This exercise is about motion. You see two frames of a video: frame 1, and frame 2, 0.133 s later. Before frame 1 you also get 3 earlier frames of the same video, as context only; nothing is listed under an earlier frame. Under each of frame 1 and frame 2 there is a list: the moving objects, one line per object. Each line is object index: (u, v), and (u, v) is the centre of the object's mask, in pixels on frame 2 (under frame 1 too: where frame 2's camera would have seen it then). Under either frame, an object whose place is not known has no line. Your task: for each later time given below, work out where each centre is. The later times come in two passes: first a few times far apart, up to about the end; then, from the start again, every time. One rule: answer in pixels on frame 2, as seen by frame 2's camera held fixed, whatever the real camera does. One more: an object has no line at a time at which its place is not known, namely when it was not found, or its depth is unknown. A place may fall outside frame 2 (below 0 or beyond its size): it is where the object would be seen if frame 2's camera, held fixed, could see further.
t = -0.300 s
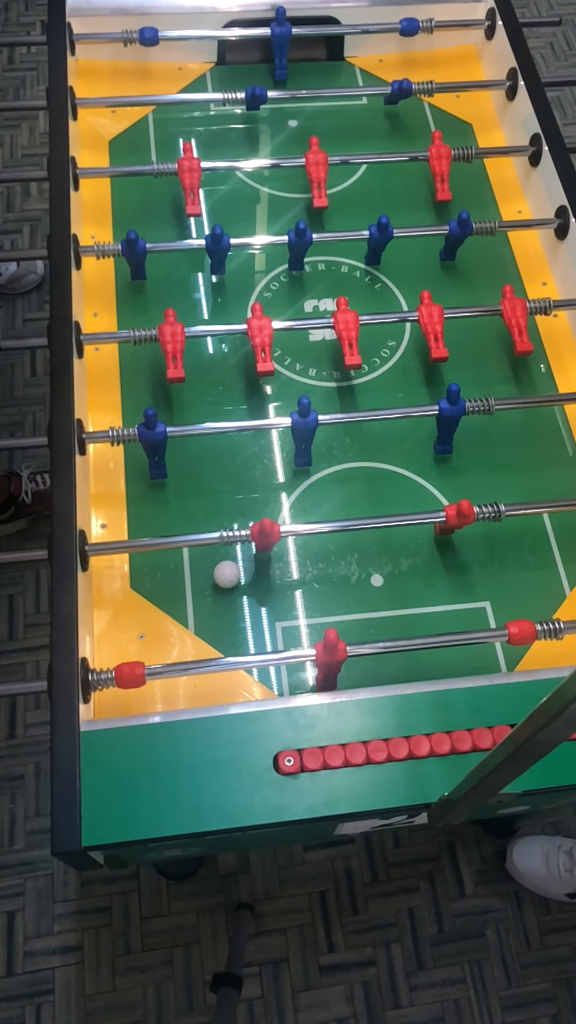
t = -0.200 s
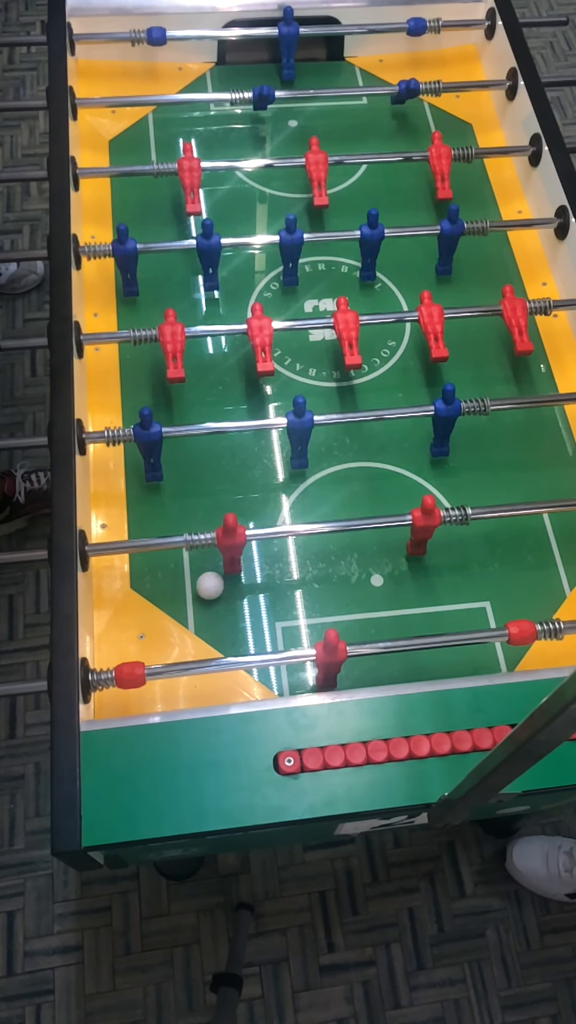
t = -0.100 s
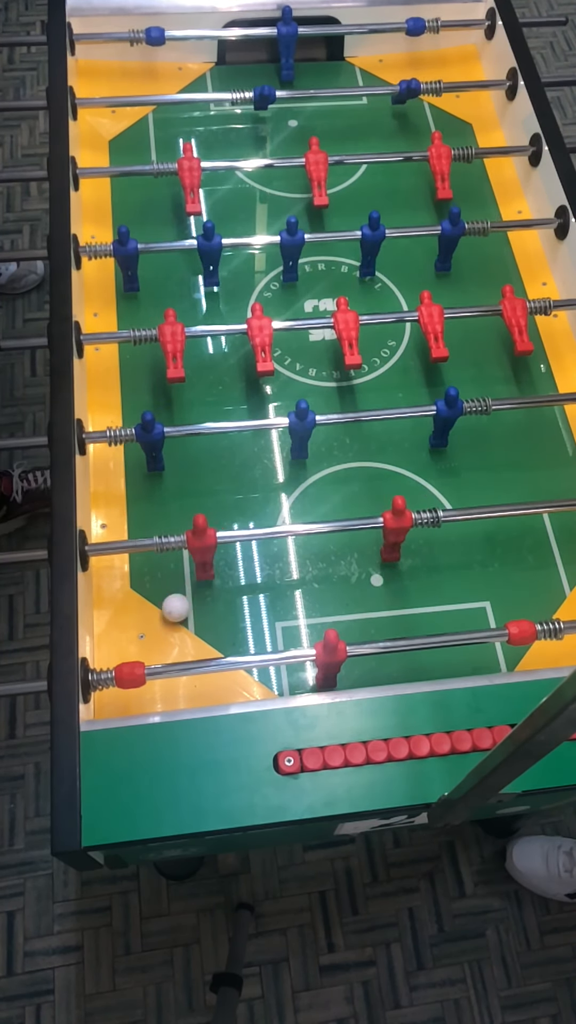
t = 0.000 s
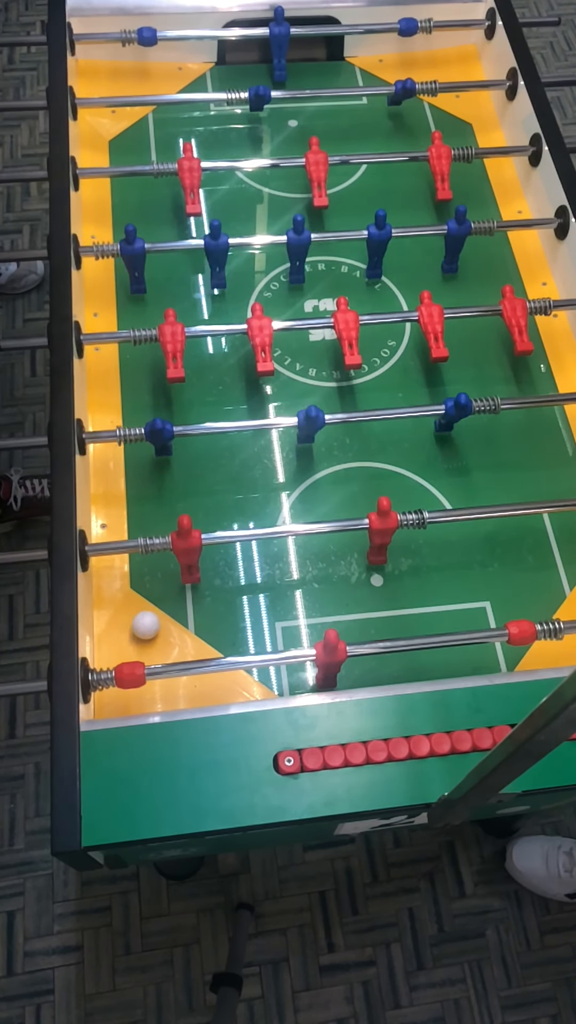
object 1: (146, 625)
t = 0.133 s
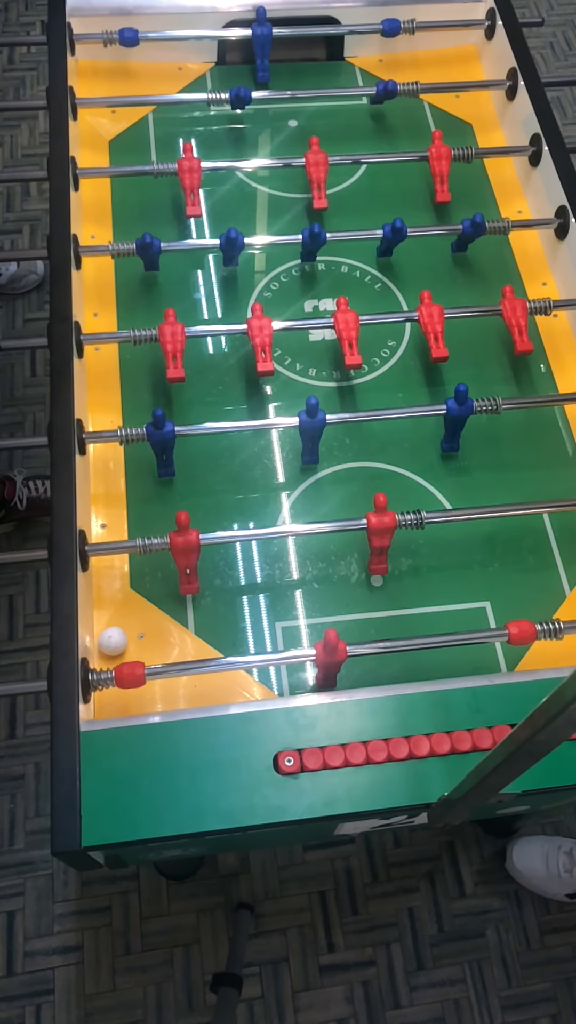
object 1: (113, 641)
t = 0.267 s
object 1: (119, 645)
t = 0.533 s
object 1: (172, 626)
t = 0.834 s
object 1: (243, 586)
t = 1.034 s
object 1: (286, 562)
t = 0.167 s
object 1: (106, 644)
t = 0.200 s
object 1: (110, 645)
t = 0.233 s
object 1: (115, 645)
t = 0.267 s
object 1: (119, 645)
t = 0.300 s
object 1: (124, 644)
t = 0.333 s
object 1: (130, 643)
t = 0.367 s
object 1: (135, 641)
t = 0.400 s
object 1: (142, 639)
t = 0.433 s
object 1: (149, 637)
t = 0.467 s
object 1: (156, 634)
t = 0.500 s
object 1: (164, 630)
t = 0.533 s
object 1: (172, 626)
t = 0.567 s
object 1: (179, 622)
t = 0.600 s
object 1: (188, 617)
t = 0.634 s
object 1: (196, 612)
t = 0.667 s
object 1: (205, 608)
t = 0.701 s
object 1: (212, 603)
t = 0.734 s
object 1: (220, 598)
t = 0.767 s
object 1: (228, 594)
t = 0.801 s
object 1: (236, 590)
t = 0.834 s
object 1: (243, 586)
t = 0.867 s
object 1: (251, 581)
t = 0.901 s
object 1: (258, 577)
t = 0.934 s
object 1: (265, 573)
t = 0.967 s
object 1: (272, 569)
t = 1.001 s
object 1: (279, 566)
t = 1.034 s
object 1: (286, 562)
